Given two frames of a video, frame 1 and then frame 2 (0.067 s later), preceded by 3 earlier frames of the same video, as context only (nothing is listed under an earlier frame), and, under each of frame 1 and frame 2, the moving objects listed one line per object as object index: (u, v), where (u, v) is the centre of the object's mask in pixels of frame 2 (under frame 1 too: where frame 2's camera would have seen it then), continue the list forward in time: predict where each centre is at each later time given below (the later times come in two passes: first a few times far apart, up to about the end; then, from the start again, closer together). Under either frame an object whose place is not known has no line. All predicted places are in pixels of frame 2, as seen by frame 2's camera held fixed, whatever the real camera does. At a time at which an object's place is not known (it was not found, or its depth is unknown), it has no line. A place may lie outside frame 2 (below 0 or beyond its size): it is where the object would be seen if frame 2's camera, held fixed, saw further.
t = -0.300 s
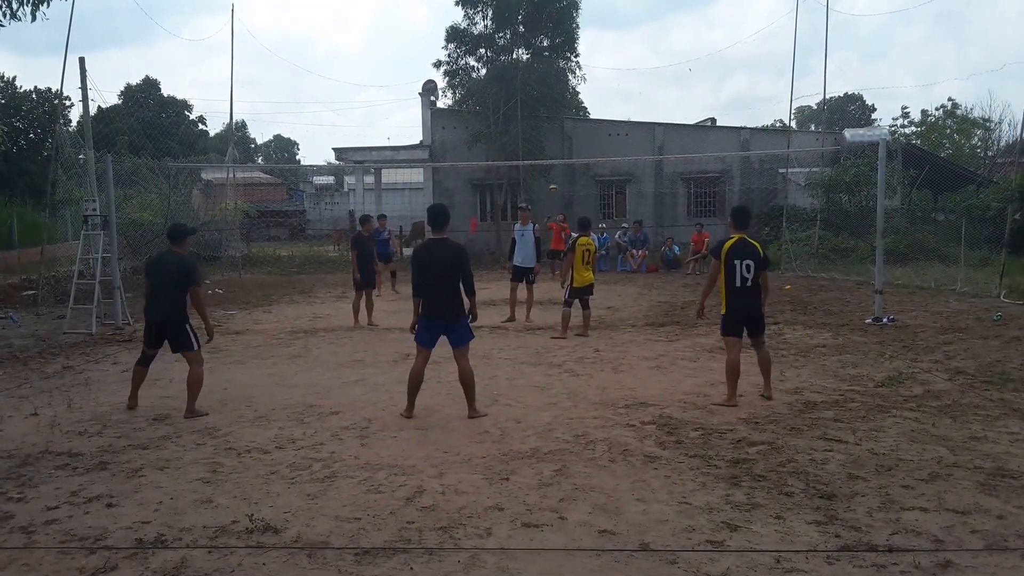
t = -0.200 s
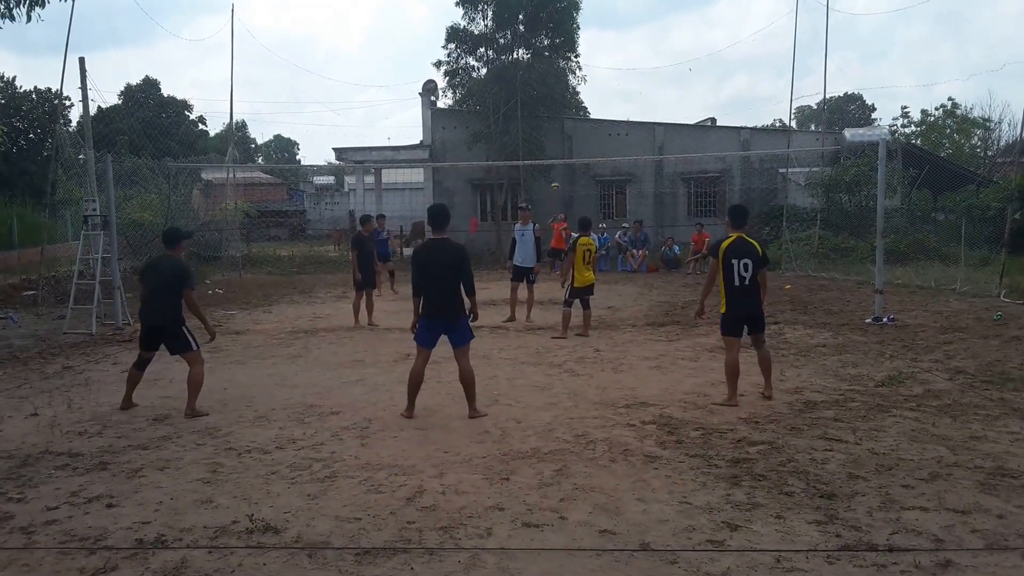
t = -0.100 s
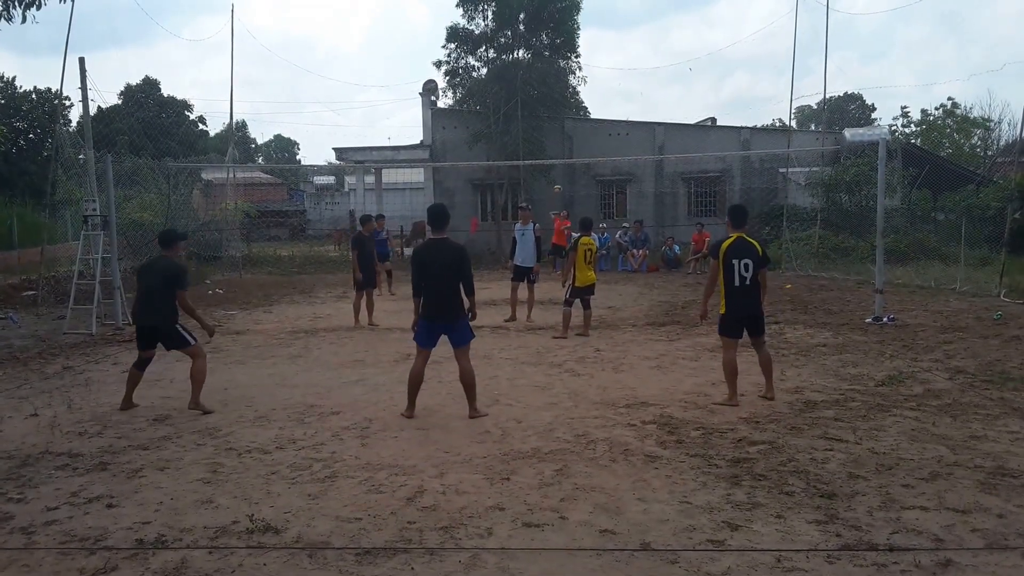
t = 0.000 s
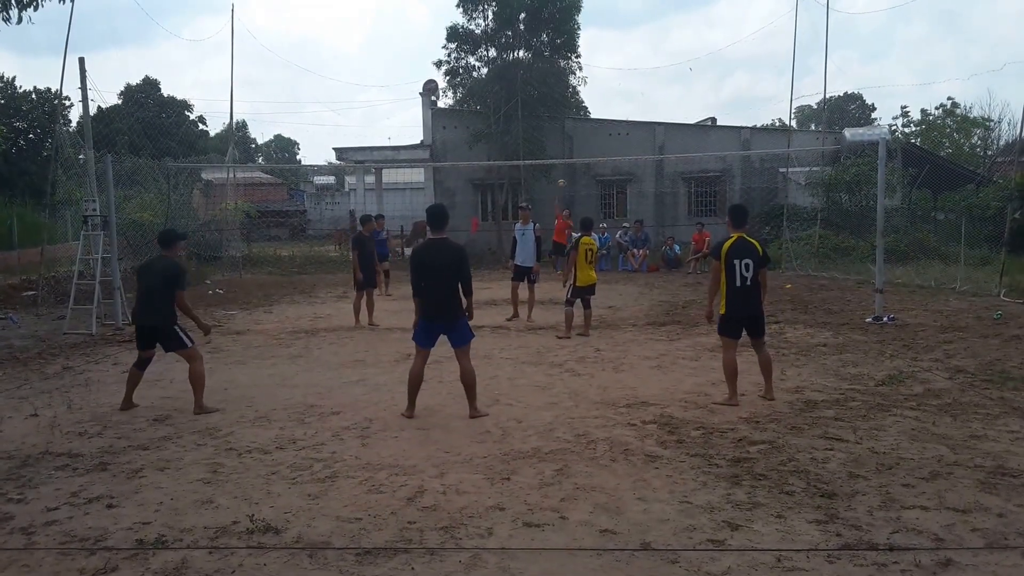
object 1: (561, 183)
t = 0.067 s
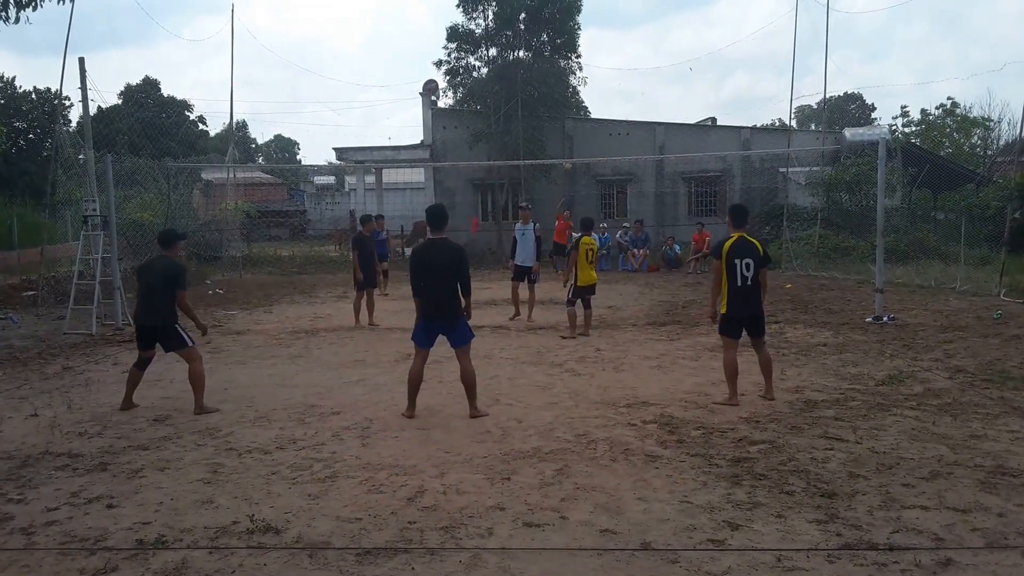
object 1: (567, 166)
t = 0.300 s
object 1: (587, 113)
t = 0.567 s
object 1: (614, 77)
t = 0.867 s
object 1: (652, 80)
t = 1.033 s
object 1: (677, 109)
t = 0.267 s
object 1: (585, 120)
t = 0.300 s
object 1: (587, 113)
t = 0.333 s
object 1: (591, 108)
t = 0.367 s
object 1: (593, 102)
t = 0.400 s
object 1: (596, 96)
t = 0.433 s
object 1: (599, 91)
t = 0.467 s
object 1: (603, 87)
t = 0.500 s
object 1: (606, 82)
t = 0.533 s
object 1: (610, 79)
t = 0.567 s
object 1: (614, 77)
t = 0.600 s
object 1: (617, 75)
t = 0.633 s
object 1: (621, 73)
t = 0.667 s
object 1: (625, 72)
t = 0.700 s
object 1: (630, 72)
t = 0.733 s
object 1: (634, 72)
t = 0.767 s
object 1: (638, 73)
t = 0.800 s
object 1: (643, 74)
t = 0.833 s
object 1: (647, 77)
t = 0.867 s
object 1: (652, 80)
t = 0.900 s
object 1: (657, 84)
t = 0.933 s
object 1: (662, 88)
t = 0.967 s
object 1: (666, 94)
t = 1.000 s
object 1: (672, 101)
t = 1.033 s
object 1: (677, 109)
